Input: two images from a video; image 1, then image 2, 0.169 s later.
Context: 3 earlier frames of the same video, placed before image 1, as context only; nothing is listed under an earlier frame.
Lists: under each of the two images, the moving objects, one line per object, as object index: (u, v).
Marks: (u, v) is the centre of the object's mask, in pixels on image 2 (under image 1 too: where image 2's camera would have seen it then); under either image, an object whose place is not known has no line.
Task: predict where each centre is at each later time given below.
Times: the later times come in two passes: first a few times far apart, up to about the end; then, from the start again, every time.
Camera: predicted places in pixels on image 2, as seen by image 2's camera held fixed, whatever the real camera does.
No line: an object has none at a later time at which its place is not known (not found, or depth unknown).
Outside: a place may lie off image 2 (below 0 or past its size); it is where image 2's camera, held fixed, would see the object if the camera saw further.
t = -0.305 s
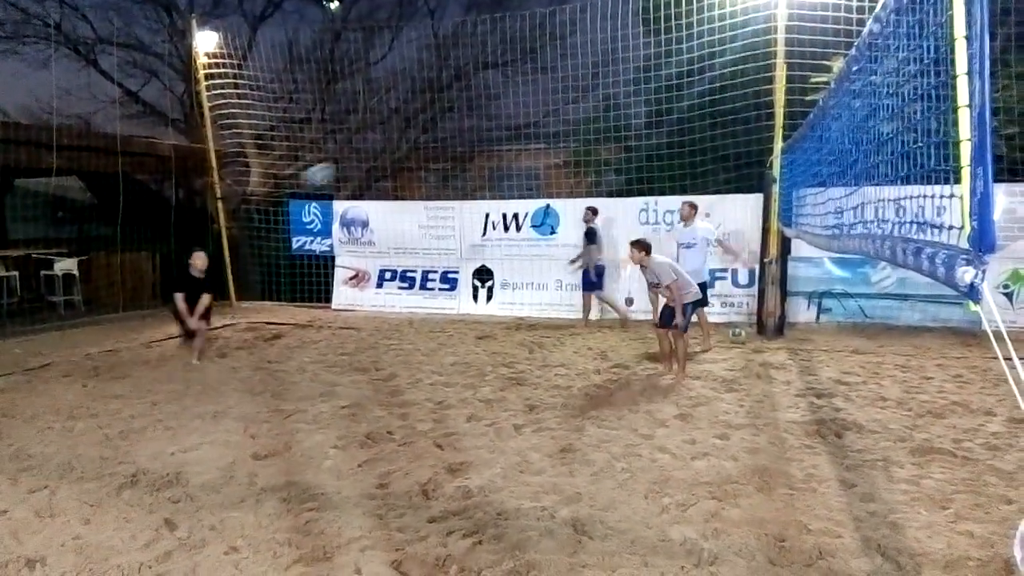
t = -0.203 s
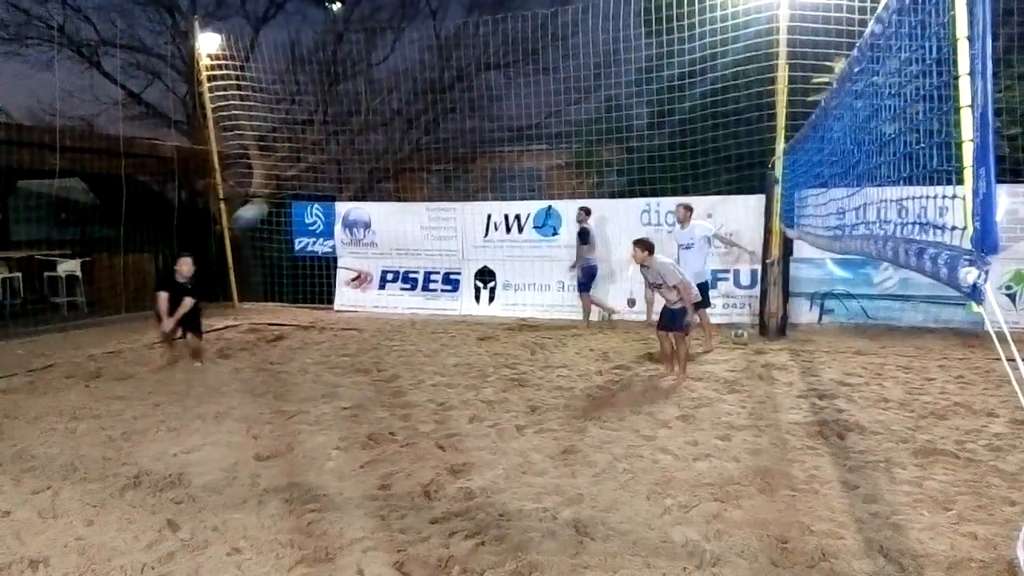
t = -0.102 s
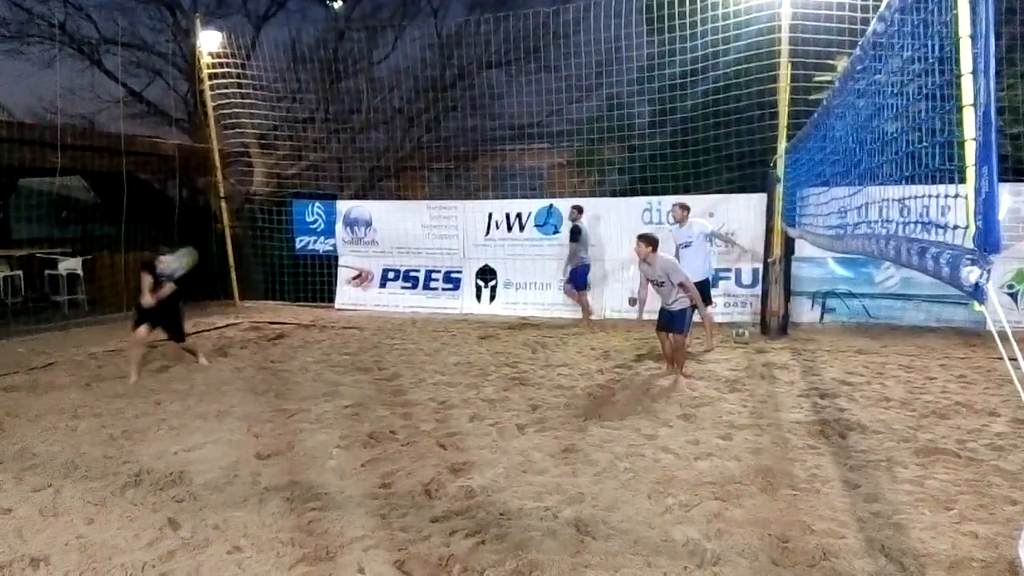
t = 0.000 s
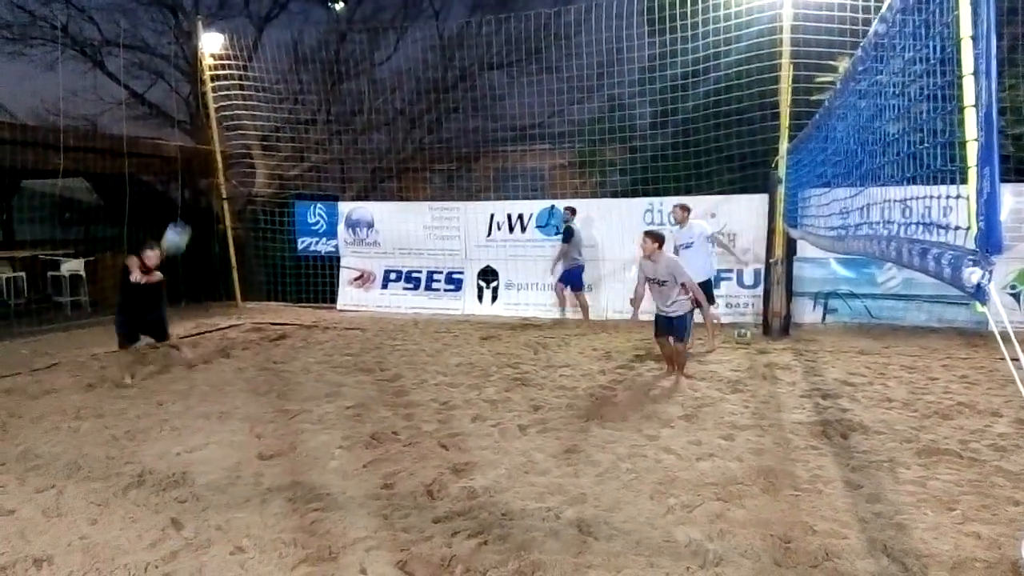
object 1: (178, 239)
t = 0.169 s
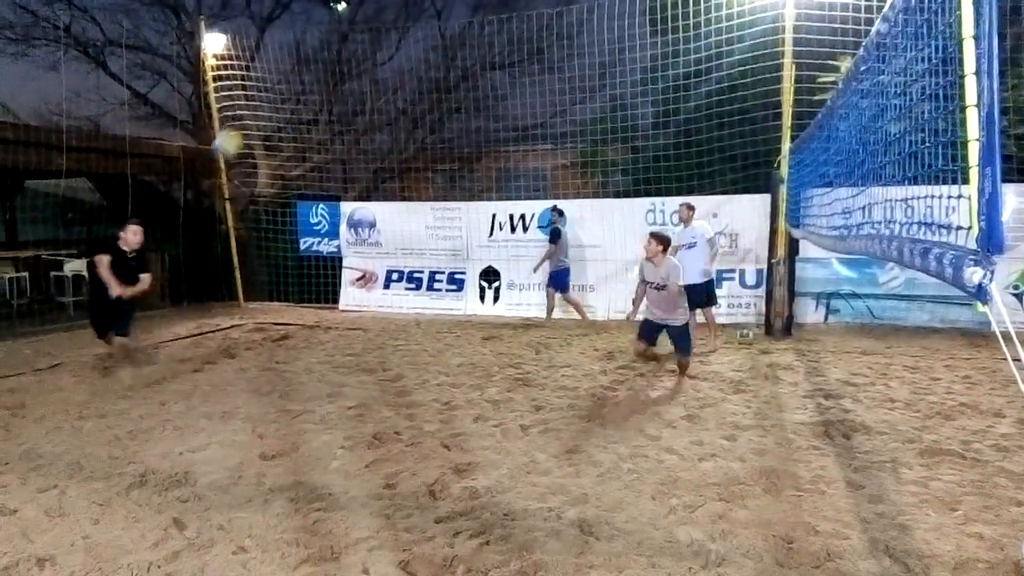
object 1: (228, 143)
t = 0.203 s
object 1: (236, 128)
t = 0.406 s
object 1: (307, 52)
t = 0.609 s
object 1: (387, 24)
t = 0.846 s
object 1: (495, 61)
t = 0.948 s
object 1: (545, 102)
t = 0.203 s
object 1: (236, 128)
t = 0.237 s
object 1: (247, 115)
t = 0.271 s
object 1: (258, 100)
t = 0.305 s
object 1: (269, 88)
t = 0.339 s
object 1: (282, 74)
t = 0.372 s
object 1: (294, 62)
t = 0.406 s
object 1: (307, 52)
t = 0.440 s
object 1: (320, 44)
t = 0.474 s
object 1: (332, 38)
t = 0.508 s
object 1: (345, 33)
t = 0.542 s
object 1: (359, 29)
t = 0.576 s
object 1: (373, 26)
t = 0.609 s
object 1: (387, 24)
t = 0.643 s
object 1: (402, 24)
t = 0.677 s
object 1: (418, 26)
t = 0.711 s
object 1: (433, 30)
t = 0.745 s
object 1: (447, 35)
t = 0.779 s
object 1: (462, 42)
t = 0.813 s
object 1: (479, 52)
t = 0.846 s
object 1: (495, 61)
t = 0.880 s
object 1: (512, 73)
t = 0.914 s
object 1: (528, 84)
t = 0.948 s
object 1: (545, 102)
